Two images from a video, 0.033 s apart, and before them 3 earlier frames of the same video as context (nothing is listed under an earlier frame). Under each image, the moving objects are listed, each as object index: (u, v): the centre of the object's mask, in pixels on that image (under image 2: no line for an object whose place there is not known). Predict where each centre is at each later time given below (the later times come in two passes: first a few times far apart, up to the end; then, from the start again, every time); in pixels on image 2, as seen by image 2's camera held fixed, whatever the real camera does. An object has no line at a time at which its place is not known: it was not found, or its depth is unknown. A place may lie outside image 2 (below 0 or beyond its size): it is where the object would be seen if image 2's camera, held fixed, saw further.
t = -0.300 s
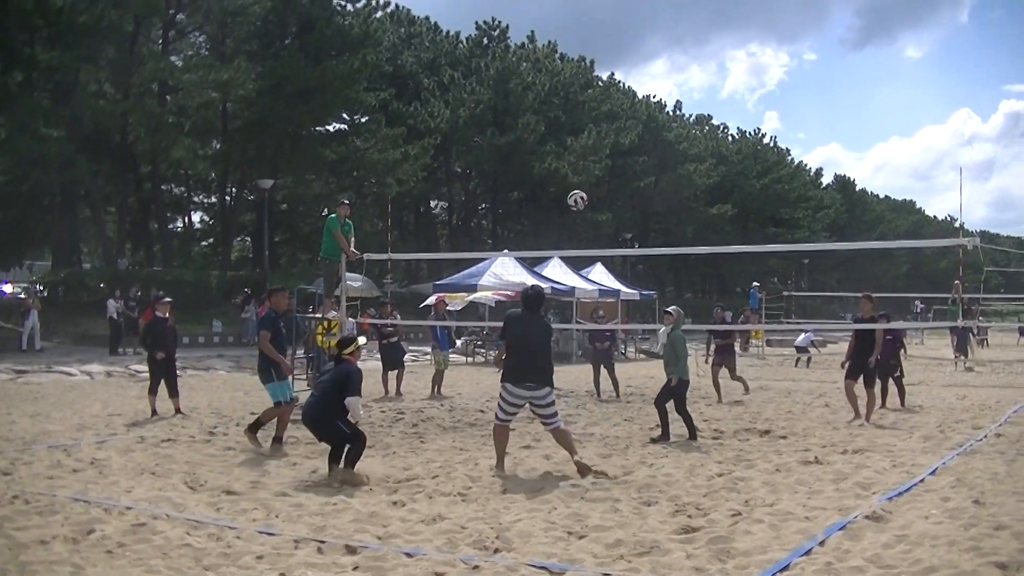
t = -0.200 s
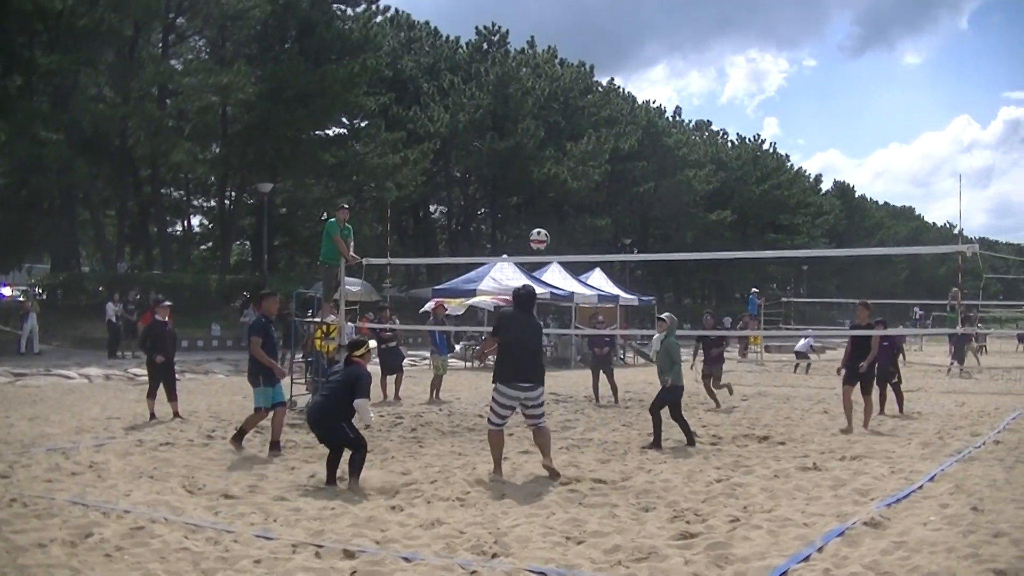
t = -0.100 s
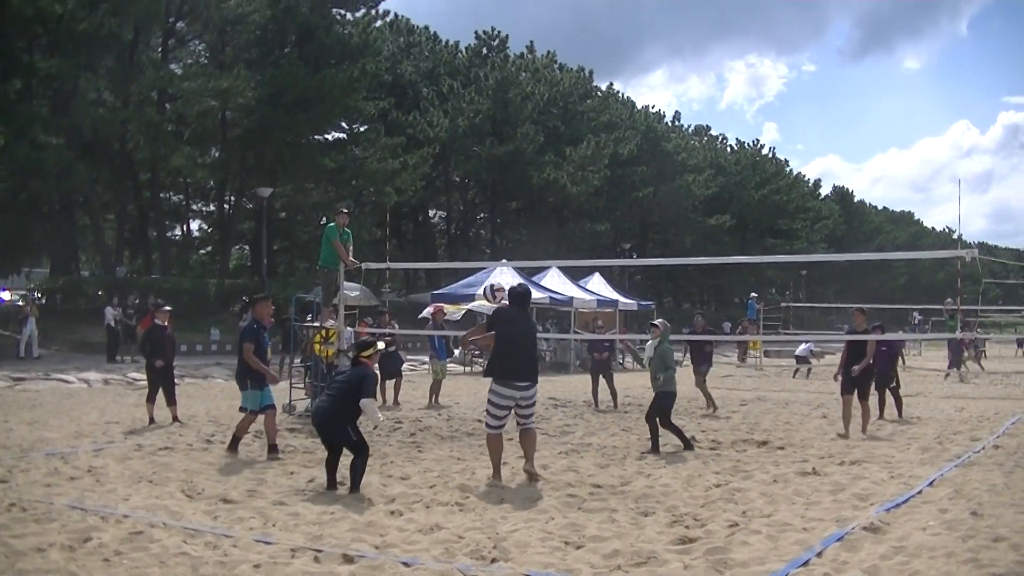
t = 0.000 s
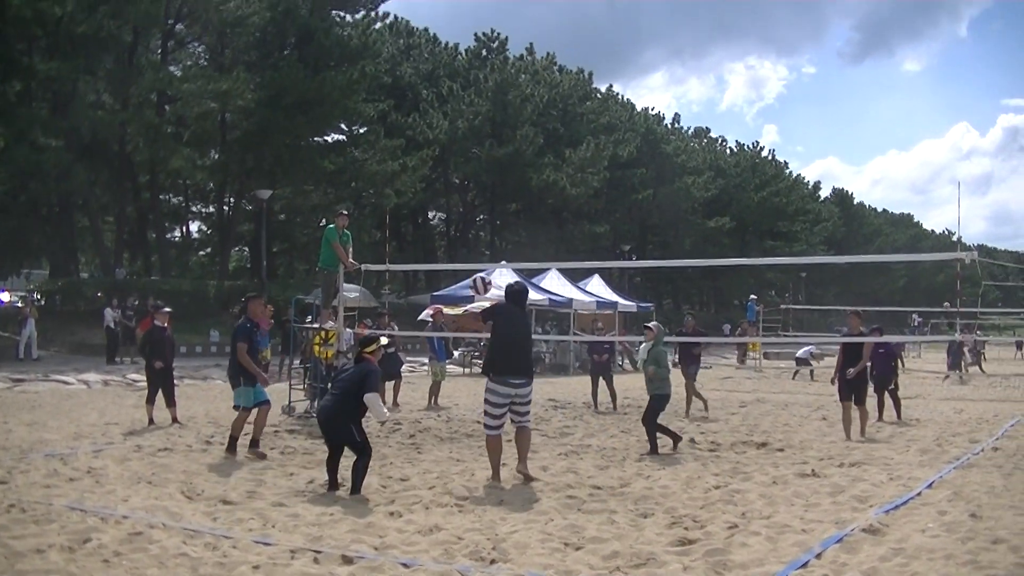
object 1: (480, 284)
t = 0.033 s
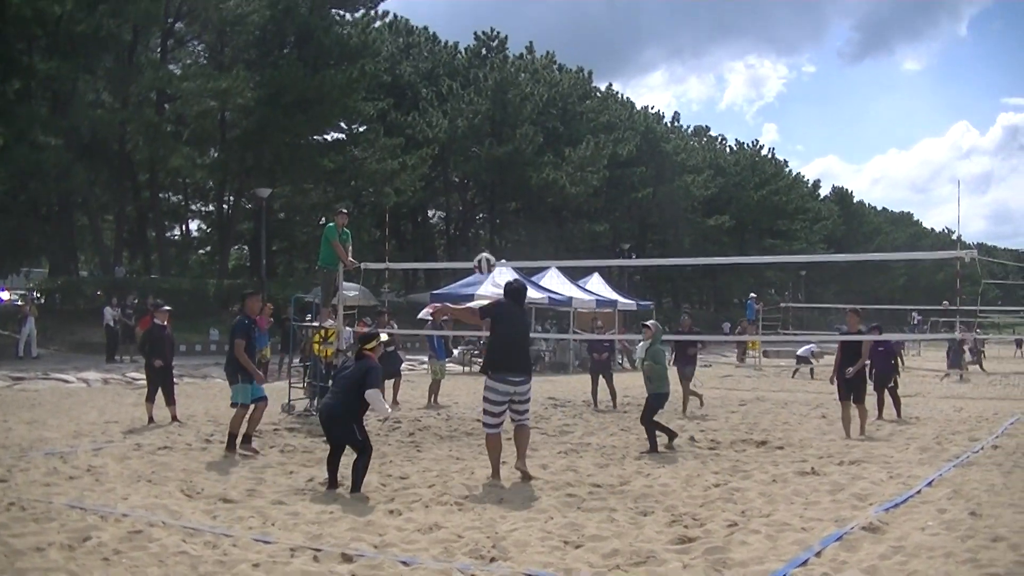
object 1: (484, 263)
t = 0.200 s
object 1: (505, 191)
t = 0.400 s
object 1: (521, 146)
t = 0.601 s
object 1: (534, 142)
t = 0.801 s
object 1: (541, 172)
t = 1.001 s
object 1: (546, 233)
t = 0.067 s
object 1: (489, 247)
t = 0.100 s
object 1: (493, 231)
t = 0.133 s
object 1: (497, 216)
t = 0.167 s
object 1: (501, 203)
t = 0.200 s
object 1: (505, 191)
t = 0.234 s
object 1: (508, 181)
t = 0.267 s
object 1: (511, 172)
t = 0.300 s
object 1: (514, 164)
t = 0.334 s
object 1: (517, 157)
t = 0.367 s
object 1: (519, 151)
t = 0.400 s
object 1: (521, 146)
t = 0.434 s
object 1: (524, 143)
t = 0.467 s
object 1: (526, 142)
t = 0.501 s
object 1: (528, 140)
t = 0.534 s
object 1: (530, 139)
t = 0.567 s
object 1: (532, 140)
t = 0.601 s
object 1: (534, 142)
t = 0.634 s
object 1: (535, 145)
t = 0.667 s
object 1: (537, 149)
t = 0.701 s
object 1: (538, 153)
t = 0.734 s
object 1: (539, 159)
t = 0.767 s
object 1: (540, 165)
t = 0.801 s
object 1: (541, 172)
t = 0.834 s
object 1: (542, 180)
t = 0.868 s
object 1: (543, 189)
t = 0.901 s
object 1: (544, 199)
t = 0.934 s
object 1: (545, 209)
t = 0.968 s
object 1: (545, 221)
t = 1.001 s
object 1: (546, 233)
